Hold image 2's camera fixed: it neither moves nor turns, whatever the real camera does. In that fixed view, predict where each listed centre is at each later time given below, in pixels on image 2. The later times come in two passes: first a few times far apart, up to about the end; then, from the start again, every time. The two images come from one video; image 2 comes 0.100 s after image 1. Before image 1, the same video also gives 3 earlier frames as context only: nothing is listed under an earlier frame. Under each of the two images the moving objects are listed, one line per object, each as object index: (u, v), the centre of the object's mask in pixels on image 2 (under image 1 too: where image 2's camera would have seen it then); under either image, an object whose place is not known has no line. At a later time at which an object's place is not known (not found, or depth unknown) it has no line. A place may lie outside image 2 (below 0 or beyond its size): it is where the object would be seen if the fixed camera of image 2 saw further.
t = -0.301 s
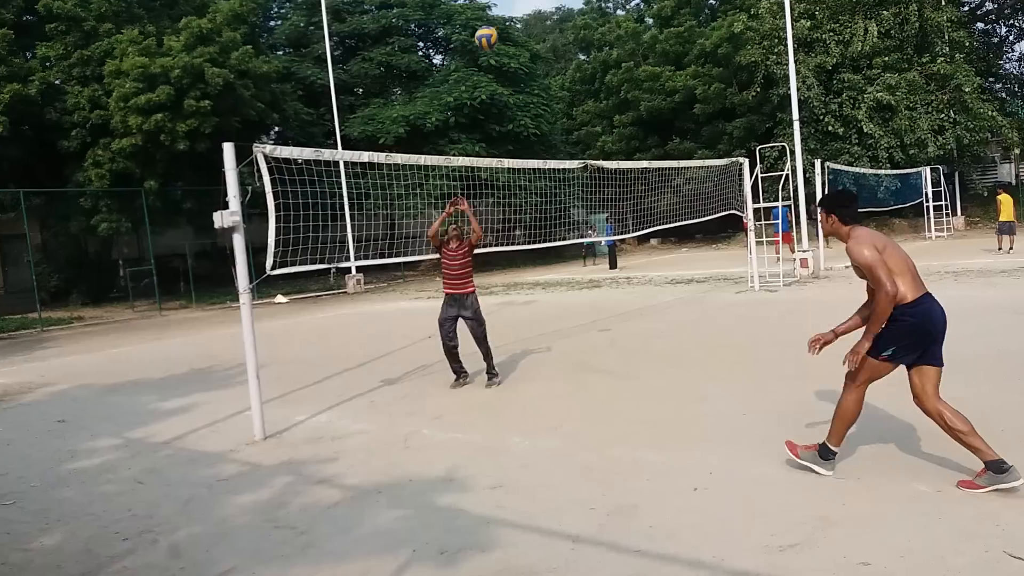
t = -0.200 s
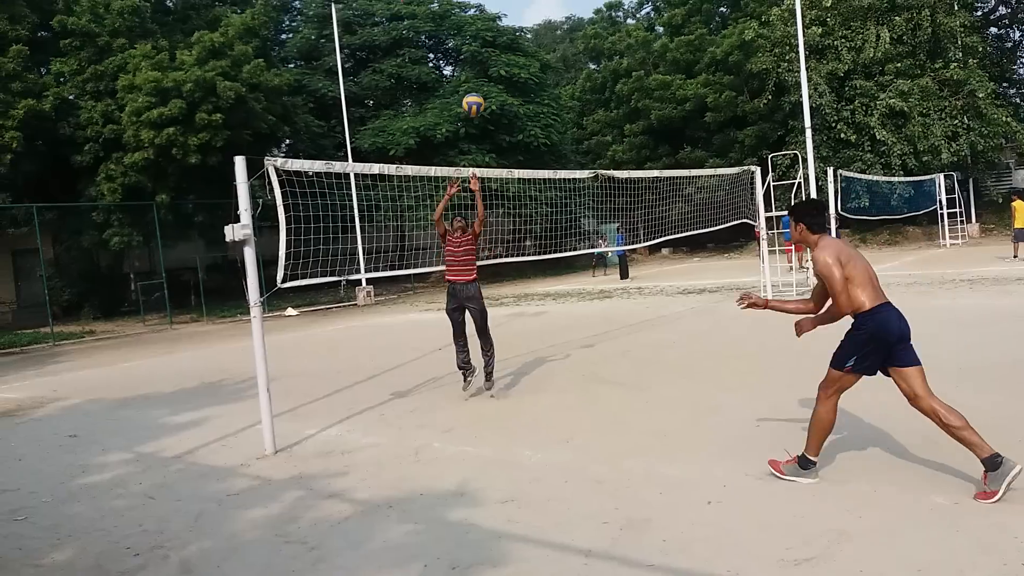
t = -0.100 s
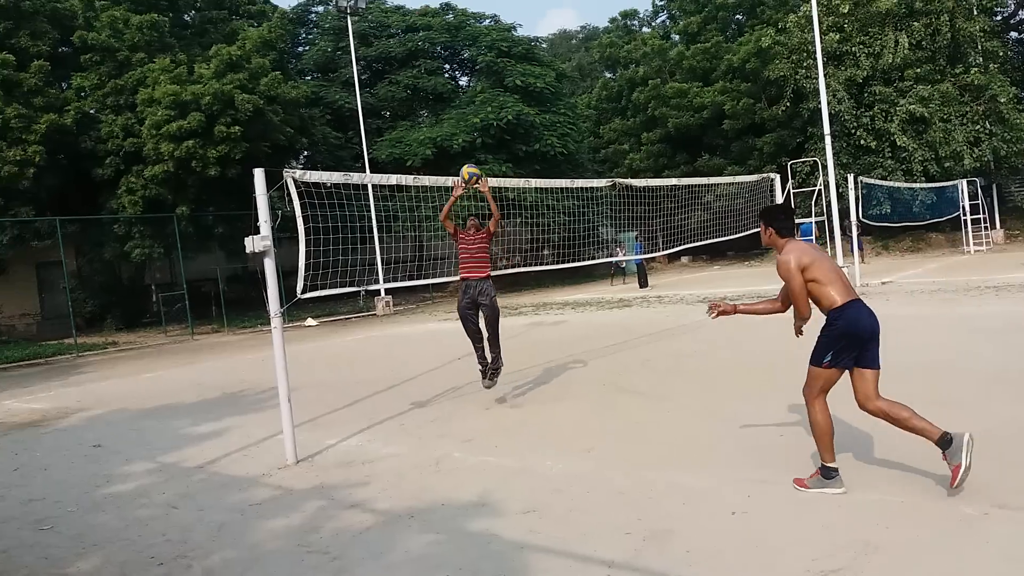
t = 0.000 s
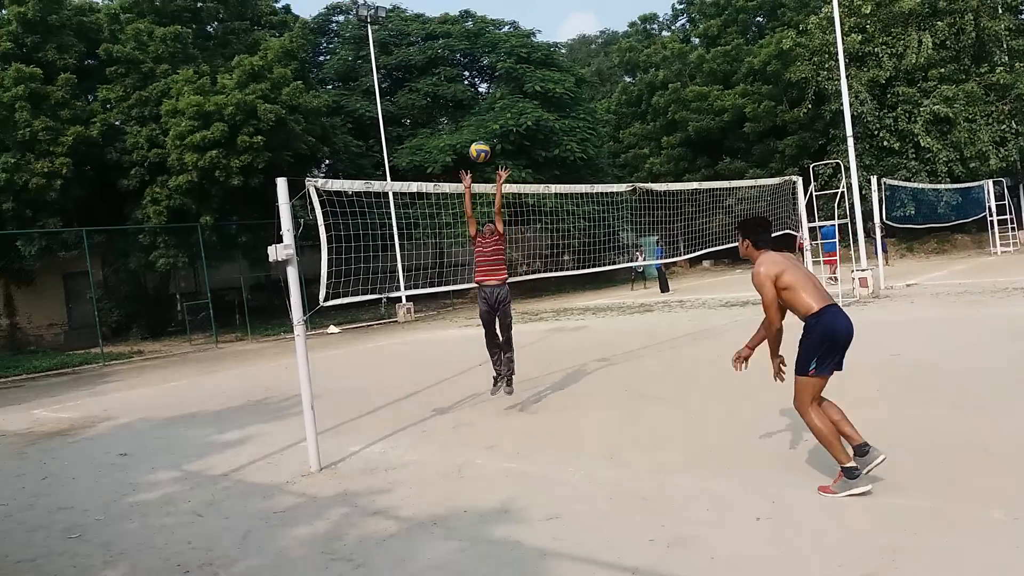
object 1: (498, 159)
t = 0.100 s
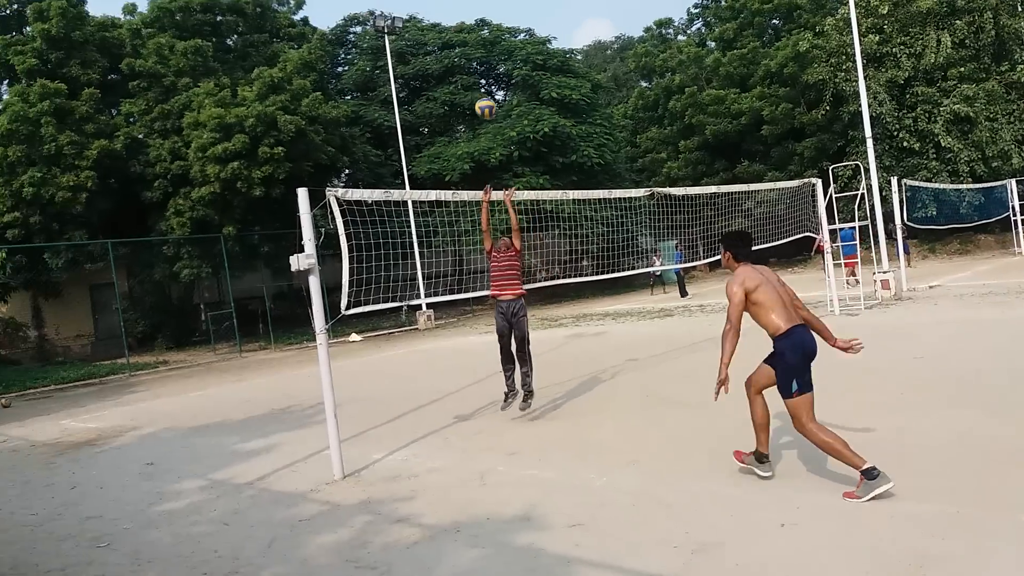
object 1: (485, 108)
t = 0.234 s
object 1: (471, 54)
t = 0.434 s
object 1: (457, 3)
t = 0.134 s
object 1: (482, 93)
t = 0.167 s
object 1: (478, 79)
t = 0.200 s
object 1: (474, 66)
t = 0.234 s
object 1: (471, 54)
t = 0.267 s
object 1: (469, 43)
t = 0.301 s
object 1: (466, 33)
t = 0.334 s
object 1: (463, 24)
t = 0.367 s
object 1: (461, 16)
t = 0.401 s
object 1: (459, 9)
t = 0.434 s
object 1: (457, 3)
